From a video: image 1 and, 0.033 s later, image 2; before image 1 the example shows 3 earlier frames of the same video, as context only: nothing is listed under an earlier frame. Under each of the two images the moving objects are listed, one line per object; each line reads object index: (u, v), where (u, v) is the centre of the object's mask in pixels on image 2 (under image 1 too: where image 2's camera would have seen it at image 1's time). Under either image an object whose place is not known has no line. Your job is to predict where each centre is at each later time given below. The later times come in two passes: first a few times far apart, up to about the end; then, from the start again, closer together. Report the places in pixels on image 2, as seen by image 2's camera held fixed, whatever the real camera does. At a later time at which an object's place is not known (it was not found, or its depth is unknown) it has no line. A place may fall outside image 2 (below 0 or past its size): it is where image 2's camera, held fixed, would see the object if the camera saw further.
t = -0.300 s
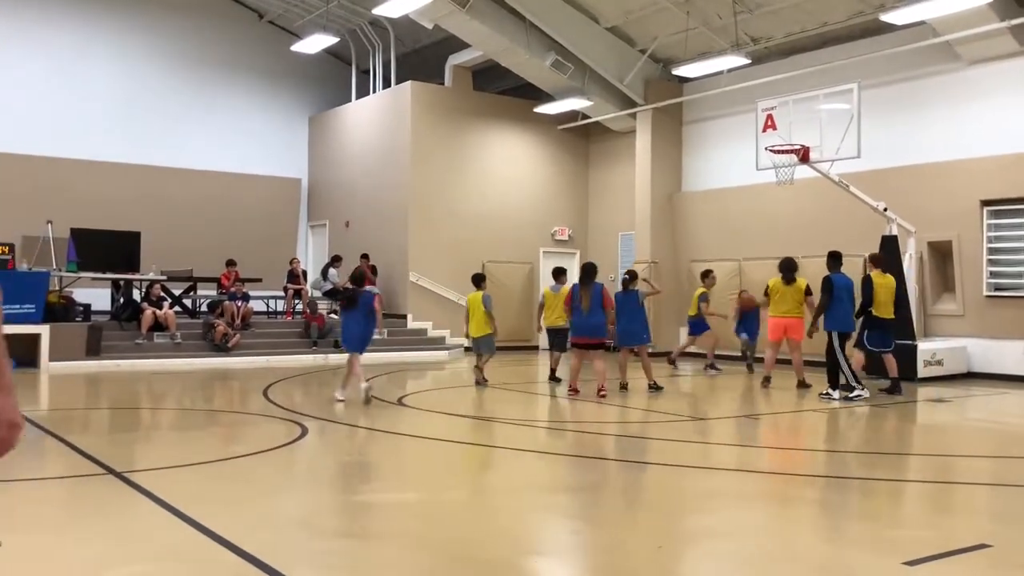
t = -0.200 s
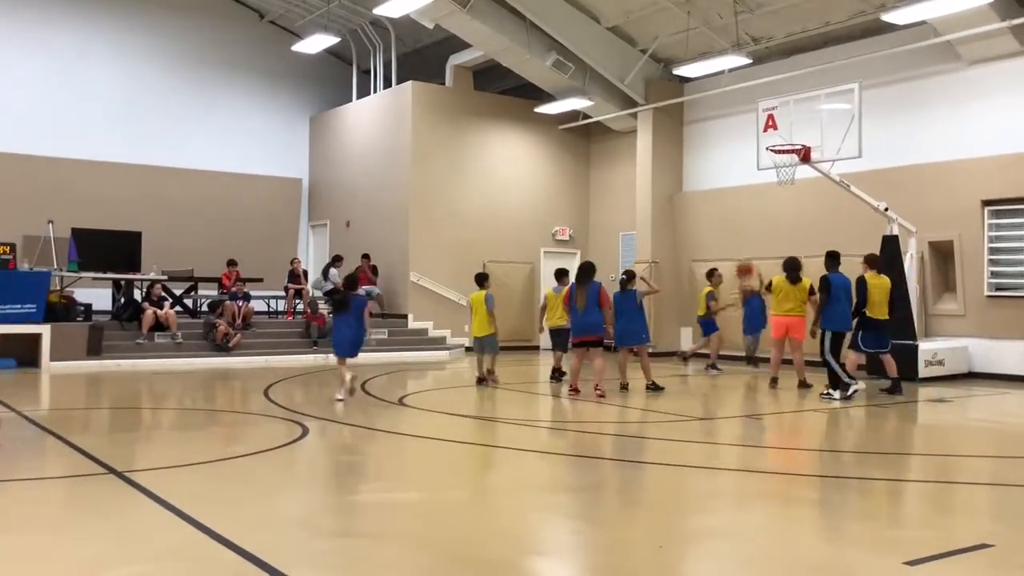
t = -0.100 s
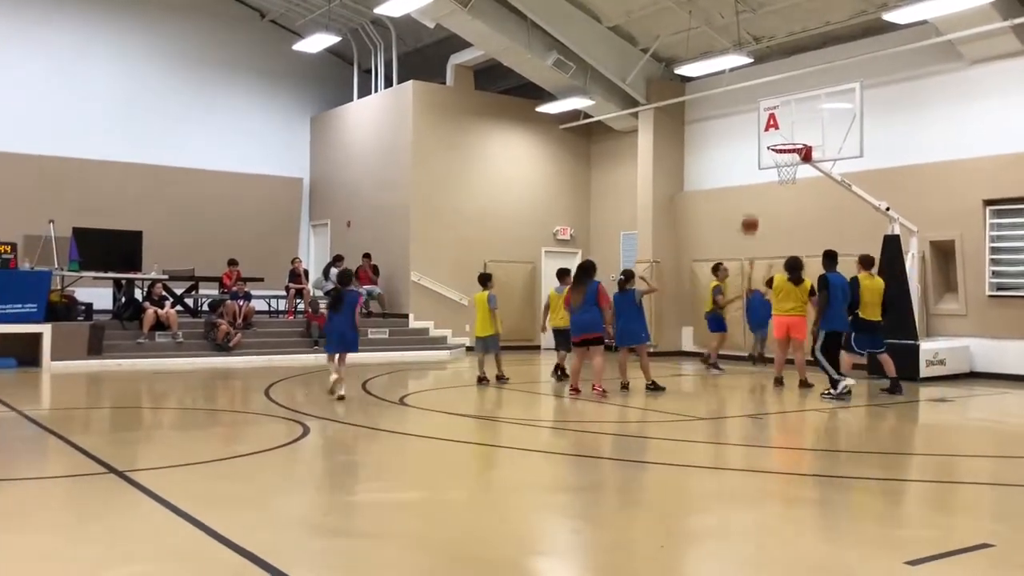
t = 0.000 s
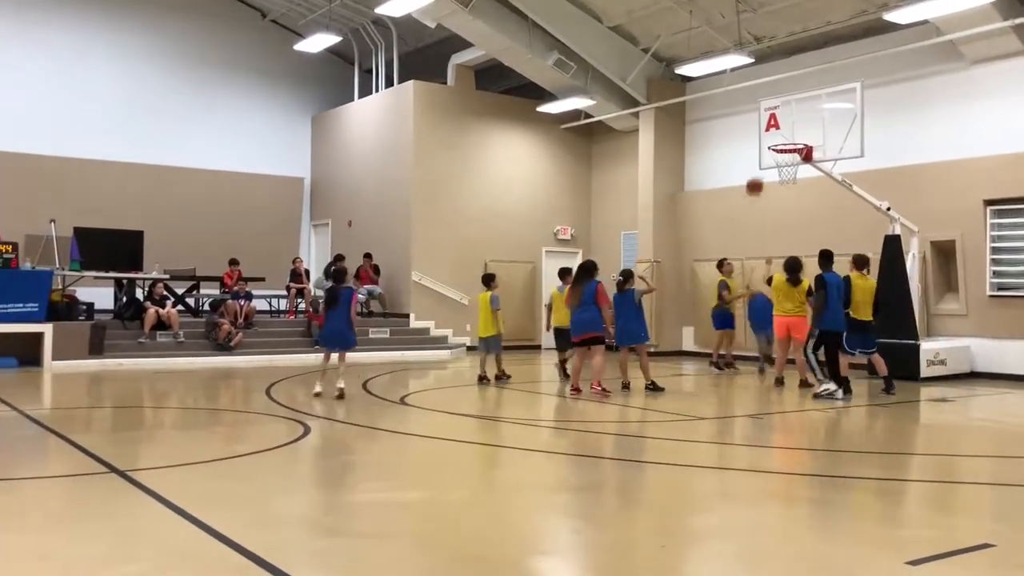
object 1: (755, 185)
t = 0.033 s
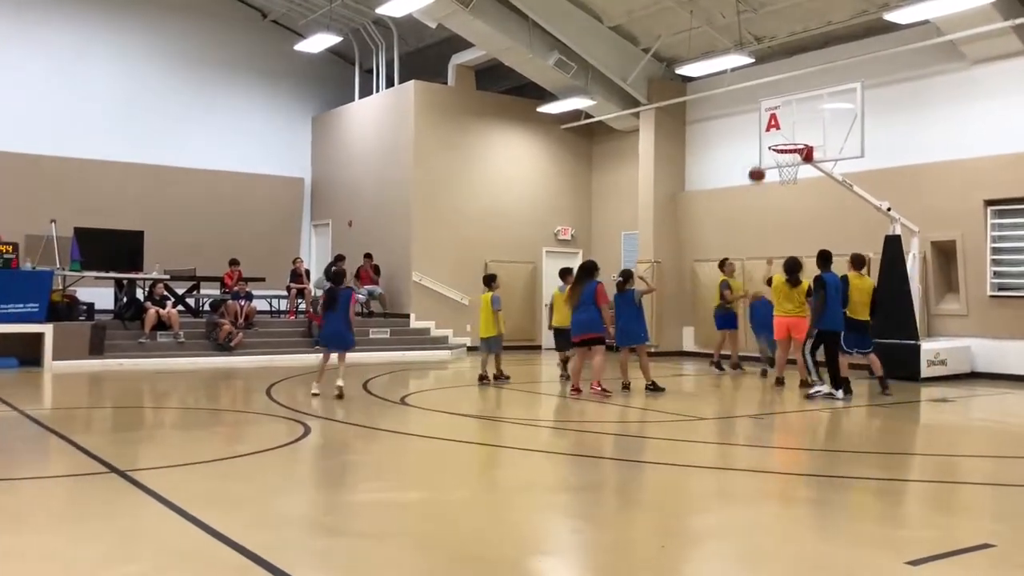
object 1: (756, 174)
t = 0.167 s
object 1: (757, 135)
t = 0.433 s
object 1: (776, 88)
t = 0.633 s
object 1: (783, 84)
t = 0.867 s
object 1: (787, 99)
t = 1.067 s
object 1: (790, 146)
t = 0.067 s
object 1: (755, 162)
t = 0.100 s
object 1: (758, 152)
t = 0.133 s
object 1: (759, 143)
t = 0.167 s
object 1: (757, 135)
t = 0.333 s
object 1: (770, 94)
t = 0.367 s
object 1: (772, 92)
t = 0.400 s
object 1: (774, 90)
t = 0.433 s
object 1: (776, 88)
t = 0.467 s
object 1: (777, 87)
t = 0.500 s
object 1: (779, 86)
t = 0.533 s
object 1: (781, 85)
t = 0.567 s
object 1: (782, 85)
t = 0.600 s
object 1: (783, 84)
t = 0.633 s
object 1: (783, 84)
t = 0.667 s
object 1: (784, 83)
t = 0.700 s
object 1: (785, 84)
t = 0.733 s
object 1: (785, 85)
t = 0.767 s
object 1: (786, 87)
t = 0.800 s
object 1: (786, 90)
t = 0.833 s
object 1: (787, 94)
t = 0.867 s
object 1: (787, 99)
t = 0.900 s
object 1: (788, 105)
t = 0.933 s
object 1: (788, 111)
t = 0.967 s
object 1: (789, 119)
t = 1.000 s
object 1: (789, 128)
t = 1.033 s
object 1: (789, 136)
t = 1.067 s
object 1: (790, 146)
